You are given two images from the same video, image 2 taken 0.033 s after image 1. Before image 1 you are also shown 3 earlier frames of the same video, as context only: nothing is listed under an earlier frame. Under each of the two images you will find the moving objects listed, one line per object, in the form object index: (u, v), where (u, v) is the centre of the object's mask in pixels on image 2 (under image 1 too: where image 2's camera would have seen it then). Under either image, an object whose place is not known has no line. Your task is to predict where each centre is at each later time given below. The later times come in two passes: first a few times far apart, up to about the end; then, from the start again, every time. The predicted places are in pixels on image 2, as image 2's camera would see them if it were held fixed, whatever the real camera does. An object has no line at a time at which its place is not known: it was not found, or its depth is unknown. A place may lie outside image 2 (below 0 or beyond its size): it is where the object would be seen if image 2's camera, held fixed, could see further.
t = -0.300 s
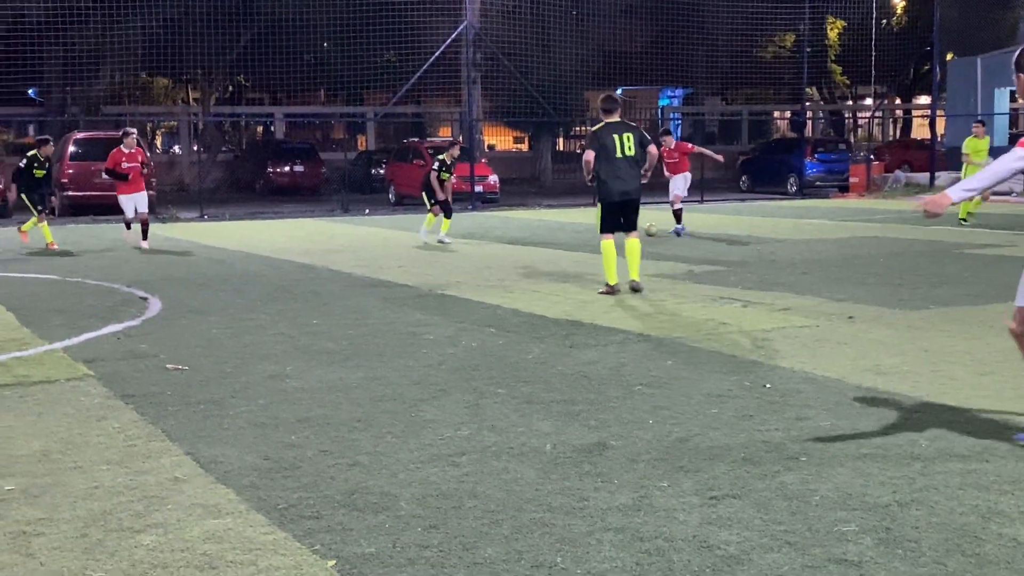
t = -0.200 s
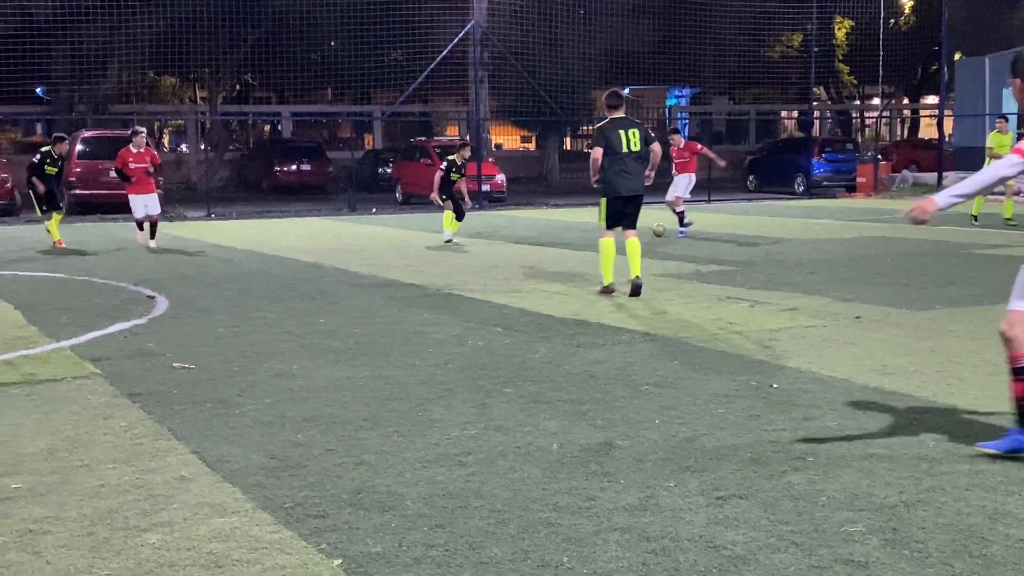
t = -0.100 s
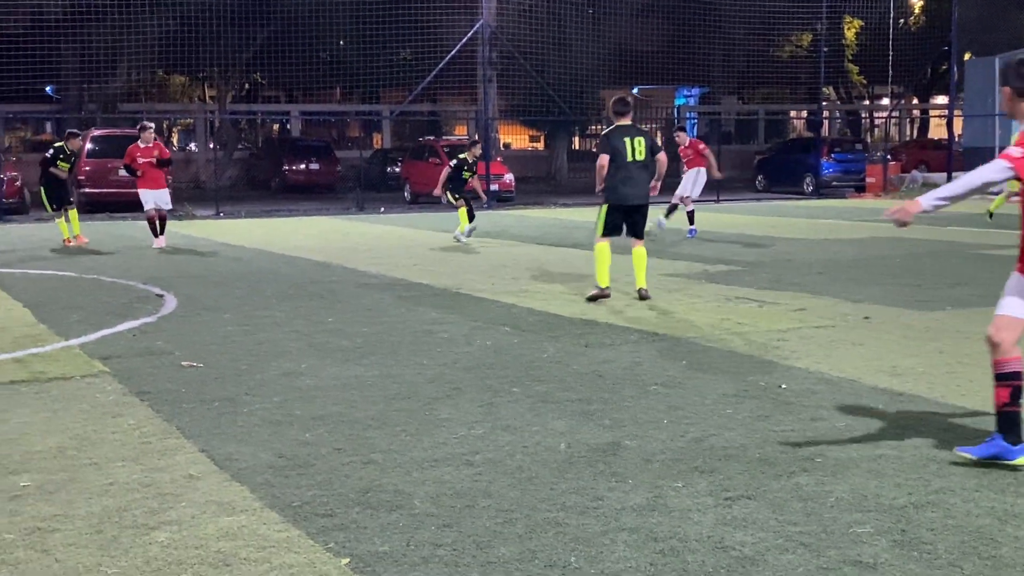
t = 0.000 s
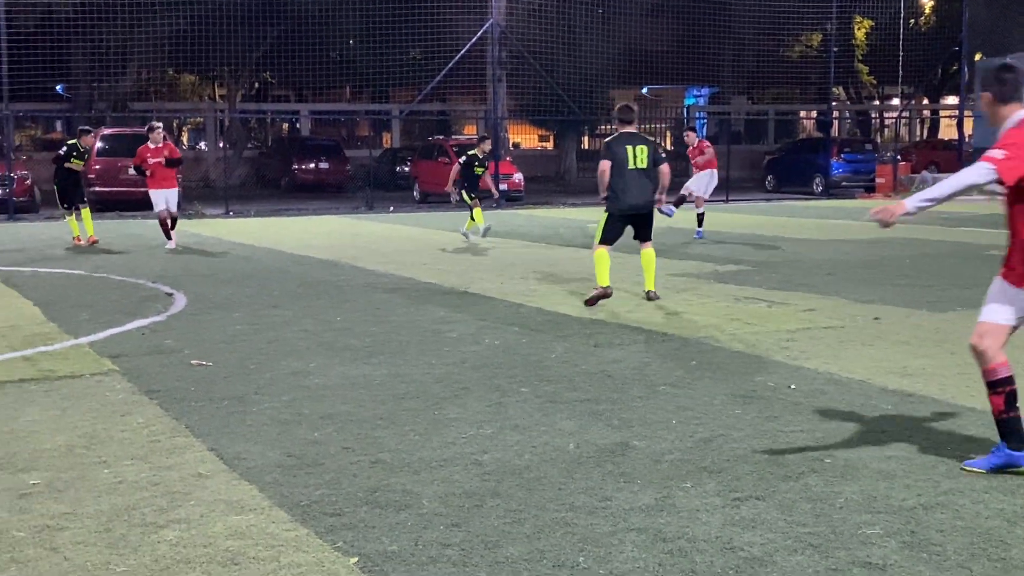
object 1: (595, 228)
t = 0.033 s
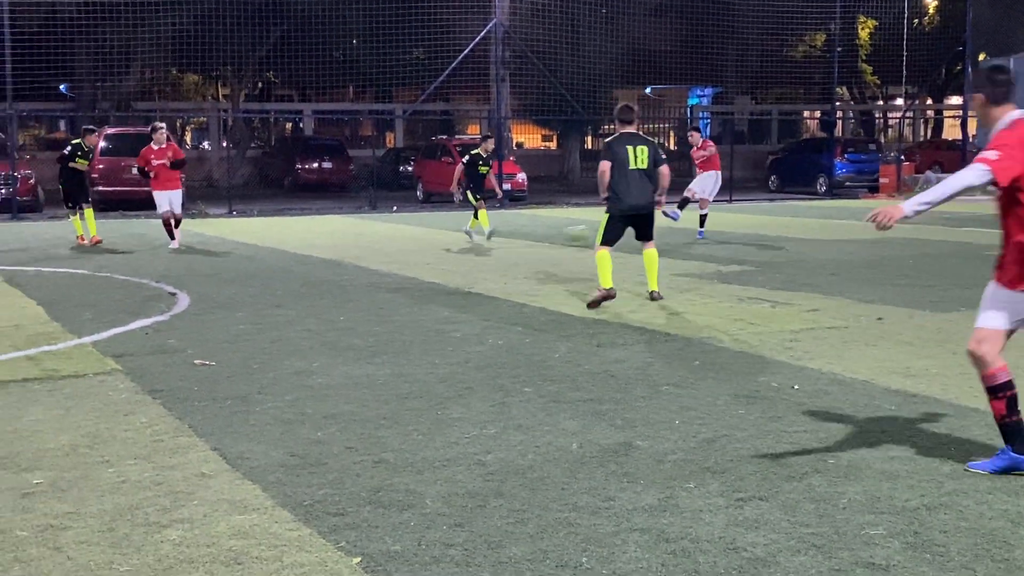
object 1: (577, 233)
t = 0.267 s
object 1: (416, 245)
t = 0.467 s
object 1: (243, 274)
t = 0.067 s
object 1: (557, 234)
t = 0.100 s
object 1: (533, 241)
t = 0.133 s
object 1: (508, 245)
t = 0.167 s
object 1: (487, 246)
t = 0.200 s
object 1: (464, 246)
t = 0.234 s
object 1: (441, 245)
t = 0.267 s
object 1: (416, 245)
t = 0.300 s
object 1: (391, 247)
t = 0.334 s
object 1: (364, 249)
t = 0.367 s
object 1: (338, 253)
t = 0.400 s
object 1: (306, 259)
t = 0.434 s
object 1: (277, 265)
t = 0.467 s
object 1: (243, 274)
